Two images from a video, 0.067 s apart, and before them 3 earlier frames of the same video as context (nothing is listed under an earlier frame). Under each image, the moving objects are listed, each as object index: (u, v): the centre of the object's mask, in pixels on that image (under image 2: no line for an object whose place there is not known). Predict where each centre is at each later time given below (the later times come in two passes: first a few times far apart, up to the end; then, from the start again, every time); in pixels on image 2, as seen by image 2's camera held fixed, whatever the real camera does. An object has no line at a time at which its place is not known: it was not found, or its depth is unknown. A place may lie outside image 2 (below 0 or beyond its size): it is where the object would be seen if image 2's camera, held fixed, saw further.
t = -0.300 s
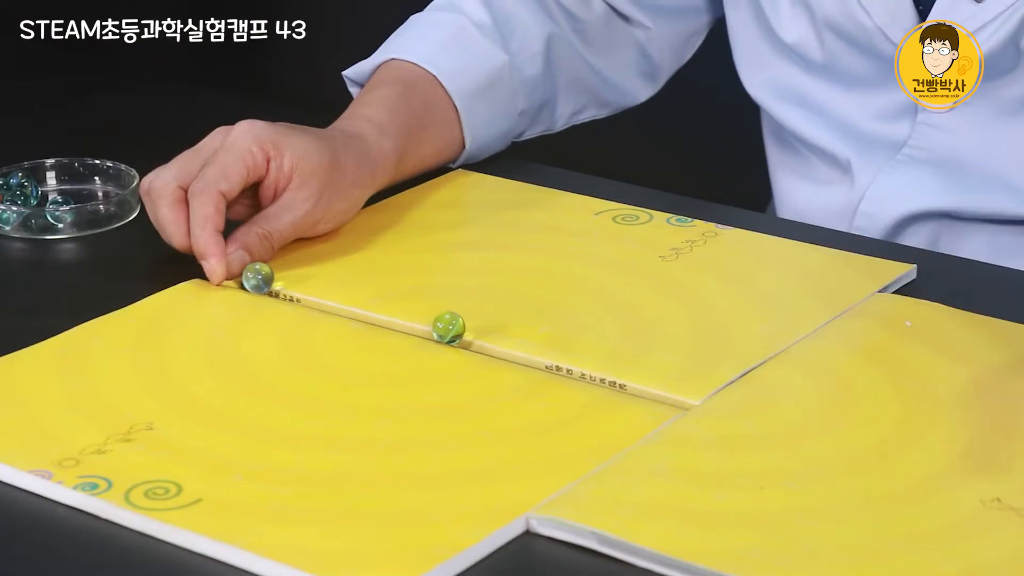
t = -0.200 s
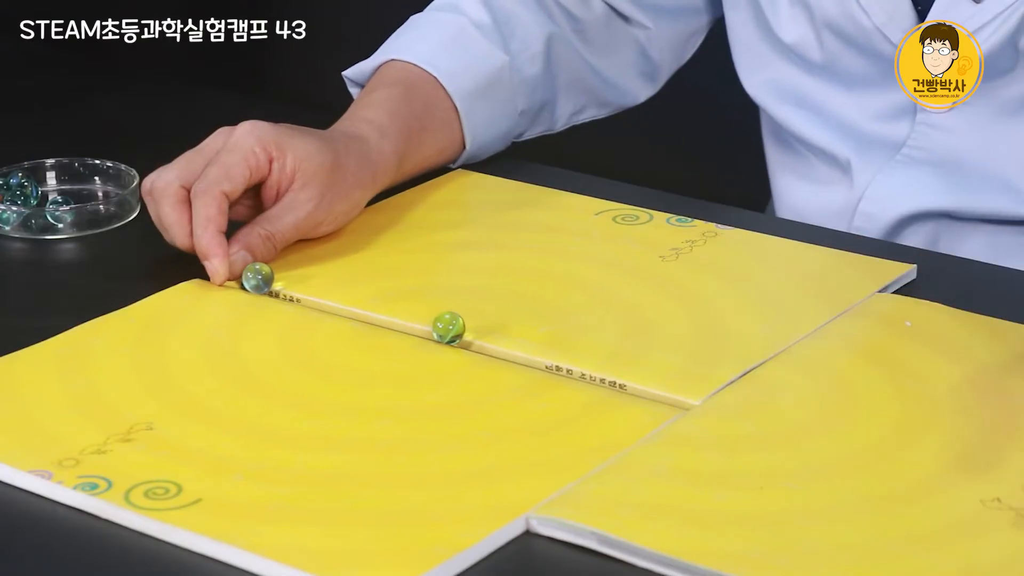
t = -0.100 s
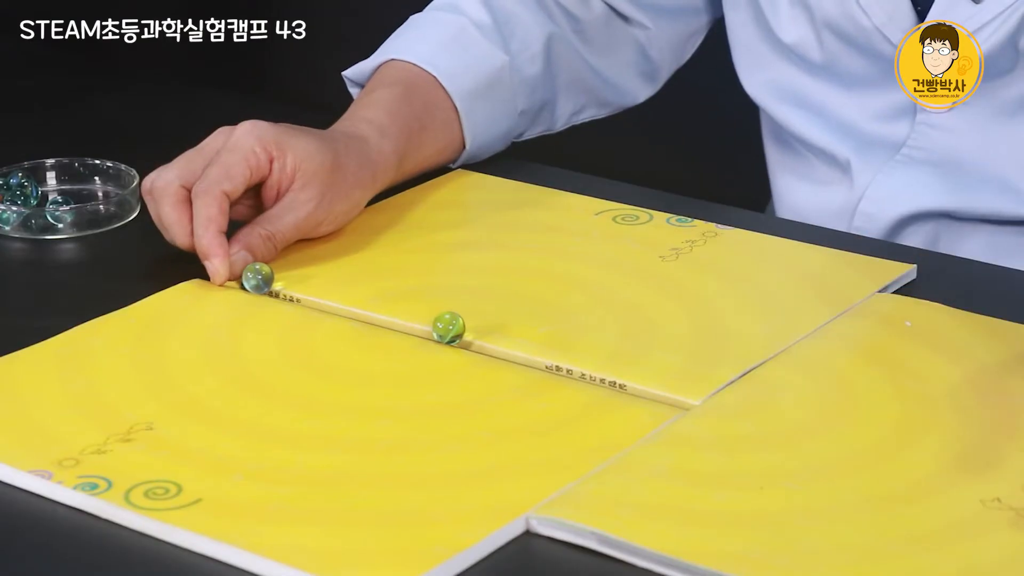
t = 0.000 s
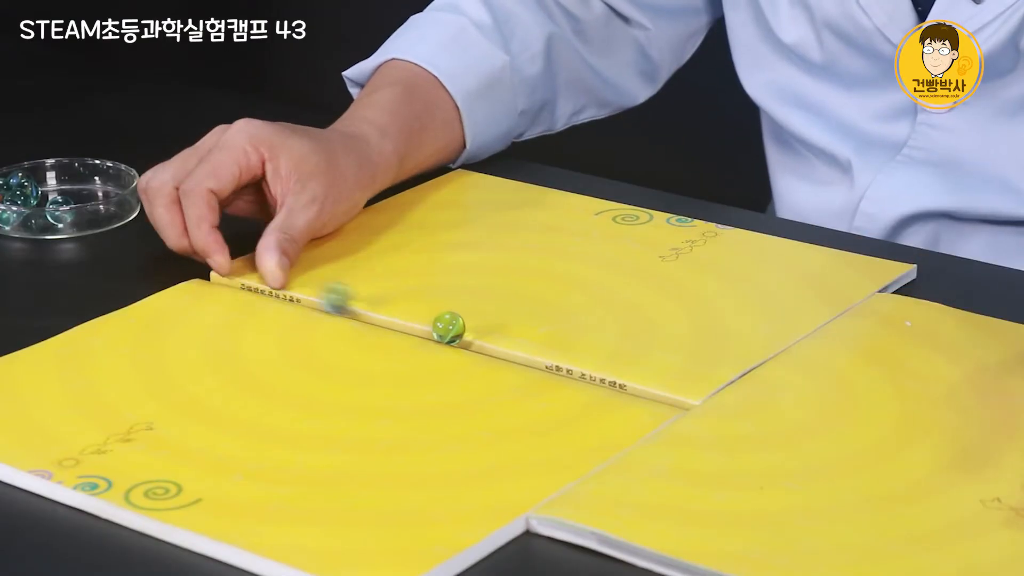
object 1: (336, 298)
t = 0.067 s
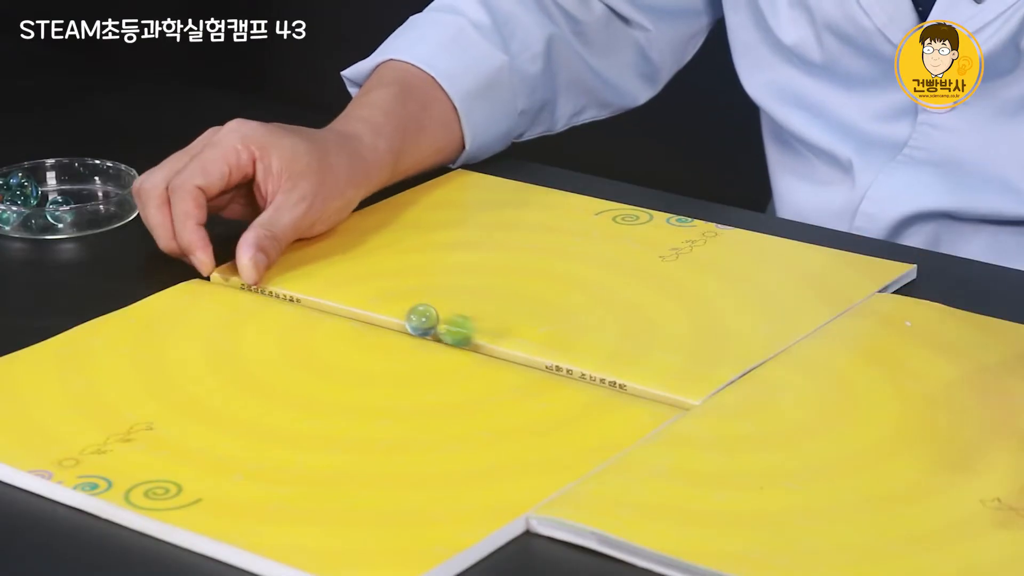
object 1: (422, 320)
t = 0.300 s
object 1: (515, 345)
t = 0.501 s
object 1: (604, 369)
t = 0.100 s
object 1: (428, 322)
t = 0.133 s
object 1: (441, 325)
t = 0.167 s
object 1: (456, 329)
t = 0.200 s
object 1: (471, 333)
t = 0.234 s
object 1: (485, 337)
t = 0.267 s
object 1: (500, 341)
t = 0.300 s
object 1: (515, 345)
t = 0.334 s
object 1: (530, 349)
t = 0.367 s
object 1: (545, 353)
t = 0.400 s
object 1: (559, 357)
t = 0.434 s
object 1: (574, 361)
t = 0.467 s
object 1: (589, 365)
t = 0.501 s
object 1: (604, 369)
